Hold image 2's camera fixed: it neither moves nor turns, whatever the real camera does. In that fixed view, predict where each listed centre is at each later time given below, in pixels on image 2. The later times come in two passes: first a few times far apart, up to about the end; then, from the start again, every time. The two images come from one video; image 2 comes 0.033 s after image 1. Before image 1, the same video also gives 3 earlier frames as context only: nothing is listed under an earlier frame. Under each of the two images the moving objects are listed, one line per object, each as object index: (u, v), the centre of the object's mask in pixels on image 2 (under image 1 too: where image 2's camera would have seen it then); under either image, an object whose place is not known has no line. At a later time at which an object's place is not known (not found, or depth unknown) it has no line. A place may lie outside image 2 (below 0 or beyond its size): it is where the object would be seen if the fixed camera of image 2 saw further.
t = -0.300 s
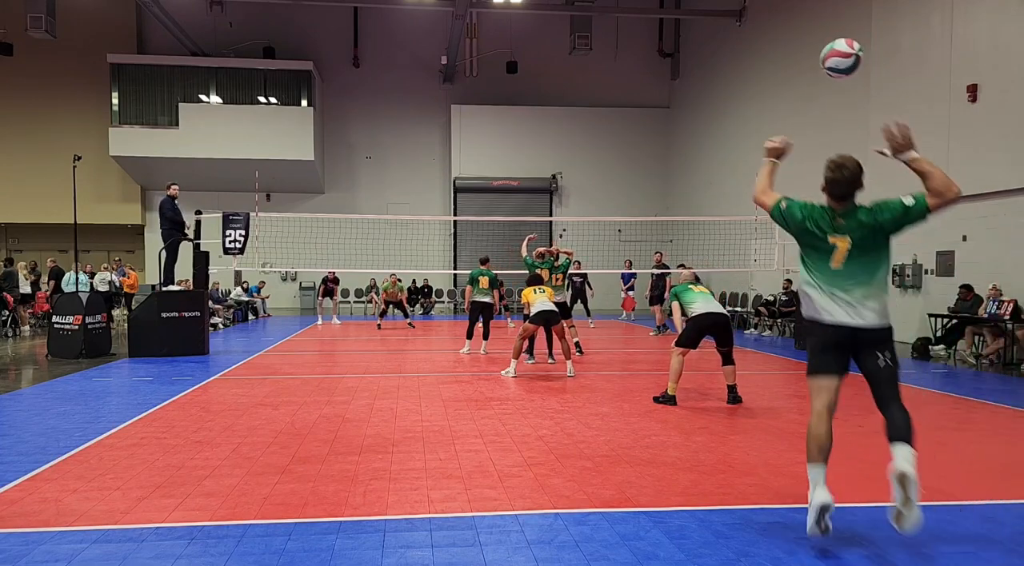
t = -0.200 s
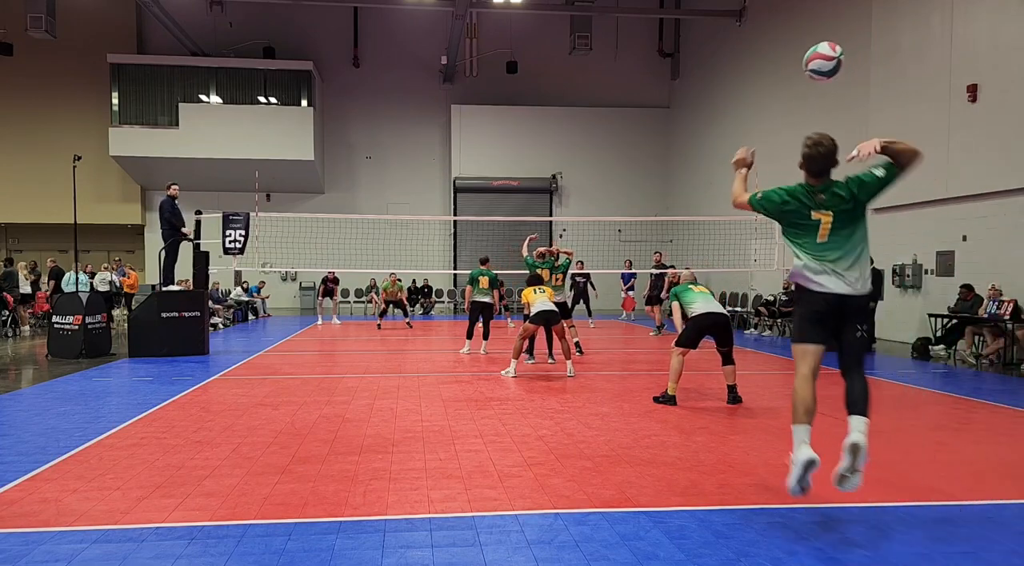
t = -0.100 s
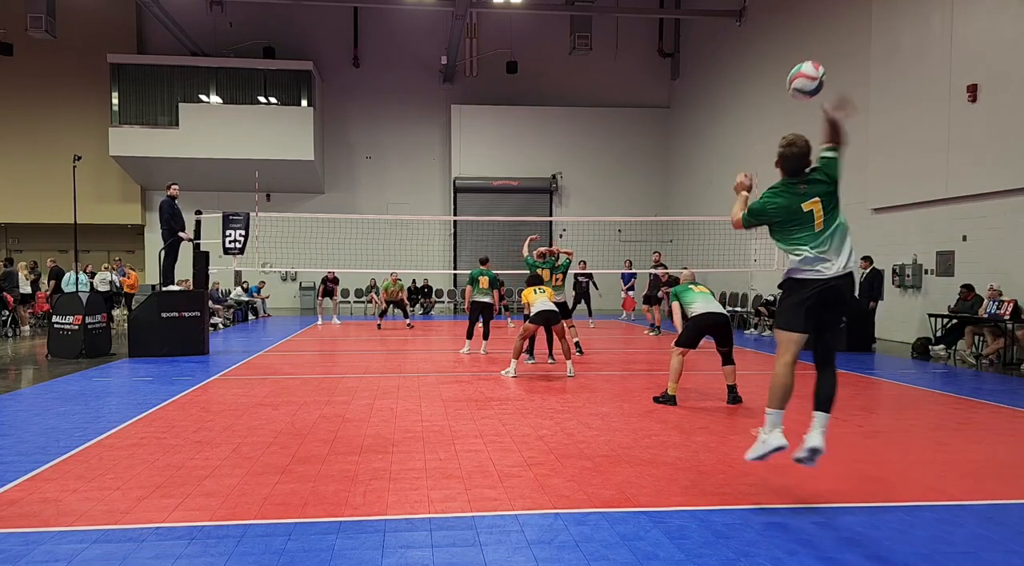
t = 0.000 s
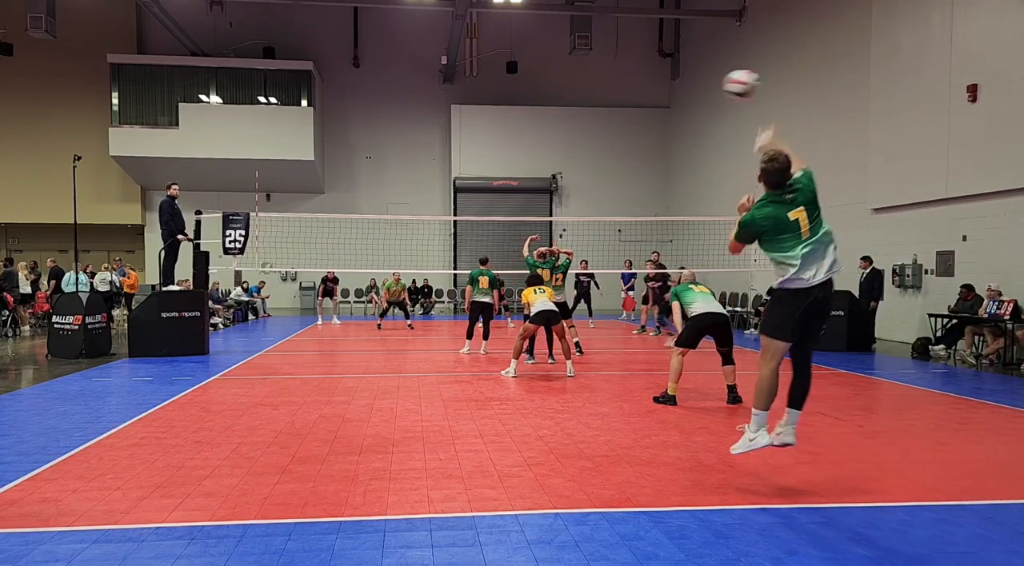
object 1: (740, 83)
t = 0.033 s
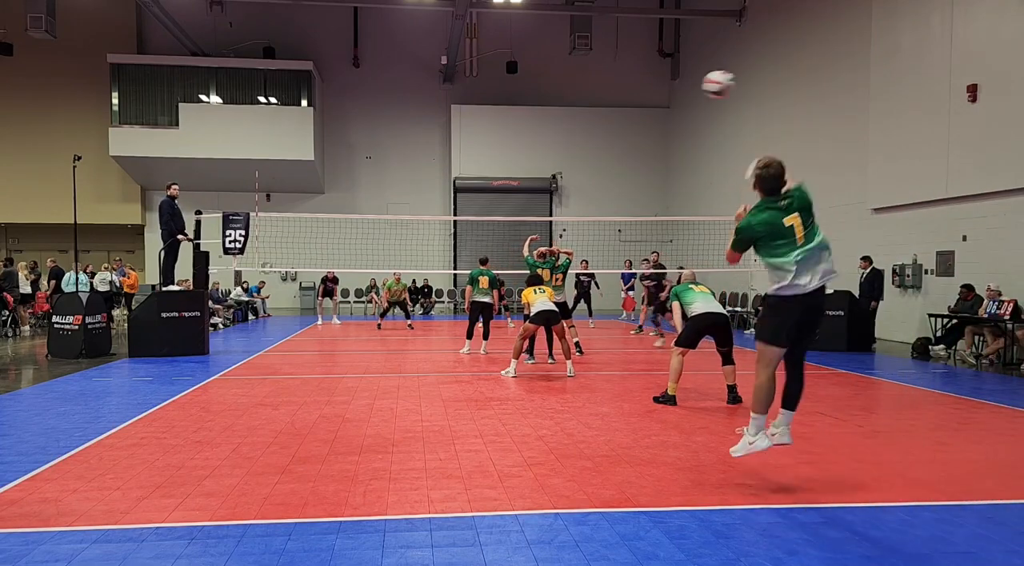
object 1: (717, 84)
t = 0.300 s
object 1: (623, 113)
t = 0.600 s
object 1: (584, 172)
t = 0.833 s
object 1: (572, 224)
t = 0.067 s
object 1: (699, 85)
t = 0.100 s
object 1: (682, 87)
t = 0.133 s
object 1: (669, 90)
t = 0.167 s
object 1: (657, 94)
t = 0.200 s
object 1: (646, 98)
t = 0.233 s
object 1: (638, 103)
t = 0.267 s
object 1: (630, 108)
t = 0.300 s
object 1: (623, 113)
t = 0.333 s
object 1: (617, 119)
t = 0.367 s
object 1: (611, 125)
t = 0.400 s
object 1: (606, 132)
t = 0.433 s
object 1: (601, 138)
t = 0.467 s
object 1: (597, 145)
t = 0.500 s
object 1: (593, 152)
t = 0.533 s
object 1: (590, 159)
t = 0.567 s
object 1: (587, 166)
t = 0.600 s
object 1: (584, 172)
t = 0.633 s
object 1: (582, 180)
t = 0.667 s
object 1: (580, 186)
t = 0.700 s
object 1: (578, 193)
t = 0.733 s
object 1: (577, 201)
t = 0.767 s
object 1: (574, 209)
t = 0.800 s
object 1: (574, 214)
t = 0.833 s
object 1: (572, 224)
